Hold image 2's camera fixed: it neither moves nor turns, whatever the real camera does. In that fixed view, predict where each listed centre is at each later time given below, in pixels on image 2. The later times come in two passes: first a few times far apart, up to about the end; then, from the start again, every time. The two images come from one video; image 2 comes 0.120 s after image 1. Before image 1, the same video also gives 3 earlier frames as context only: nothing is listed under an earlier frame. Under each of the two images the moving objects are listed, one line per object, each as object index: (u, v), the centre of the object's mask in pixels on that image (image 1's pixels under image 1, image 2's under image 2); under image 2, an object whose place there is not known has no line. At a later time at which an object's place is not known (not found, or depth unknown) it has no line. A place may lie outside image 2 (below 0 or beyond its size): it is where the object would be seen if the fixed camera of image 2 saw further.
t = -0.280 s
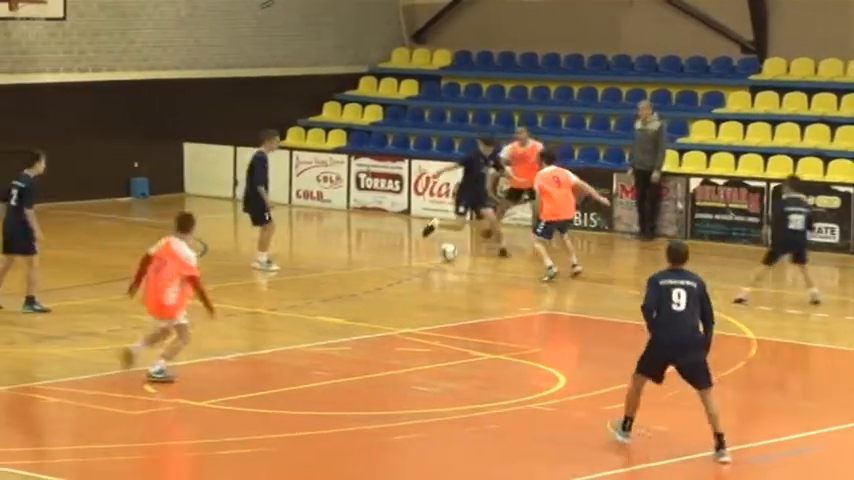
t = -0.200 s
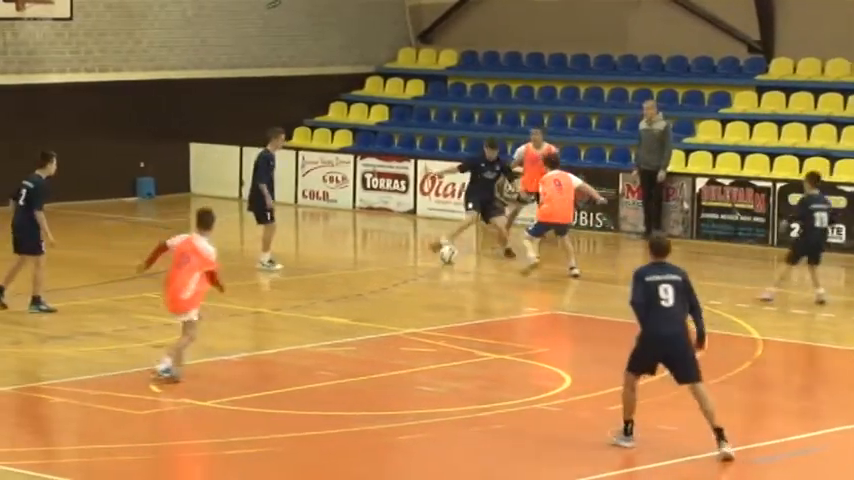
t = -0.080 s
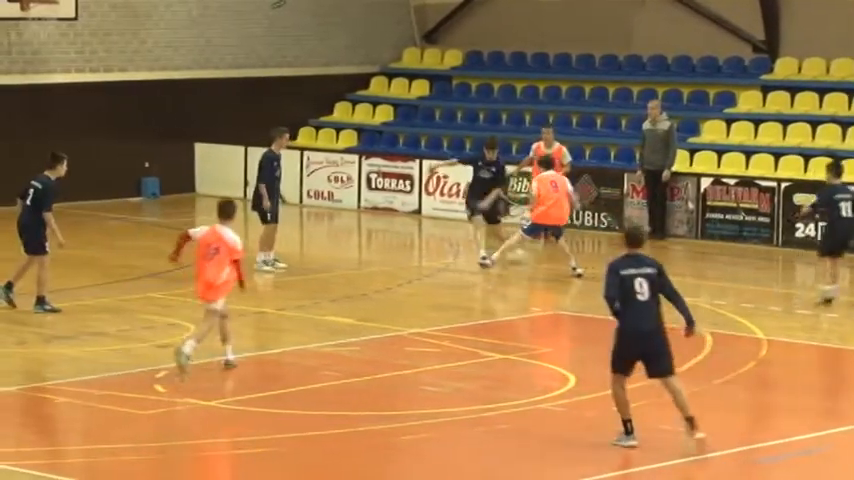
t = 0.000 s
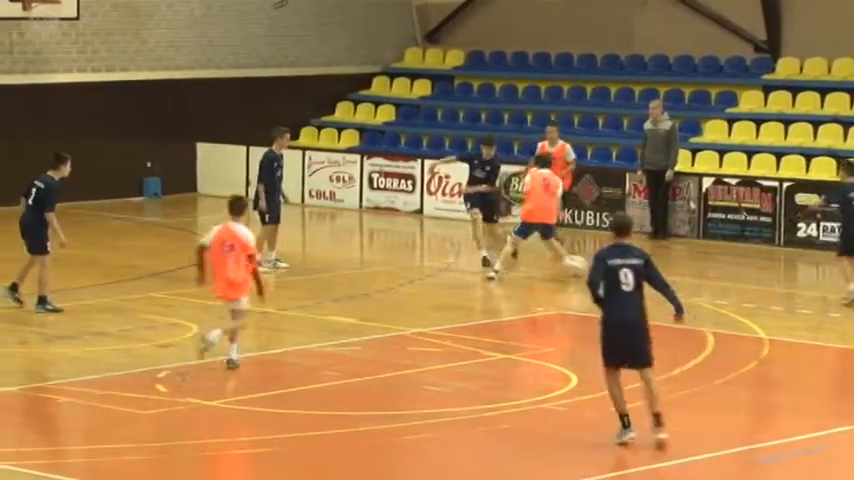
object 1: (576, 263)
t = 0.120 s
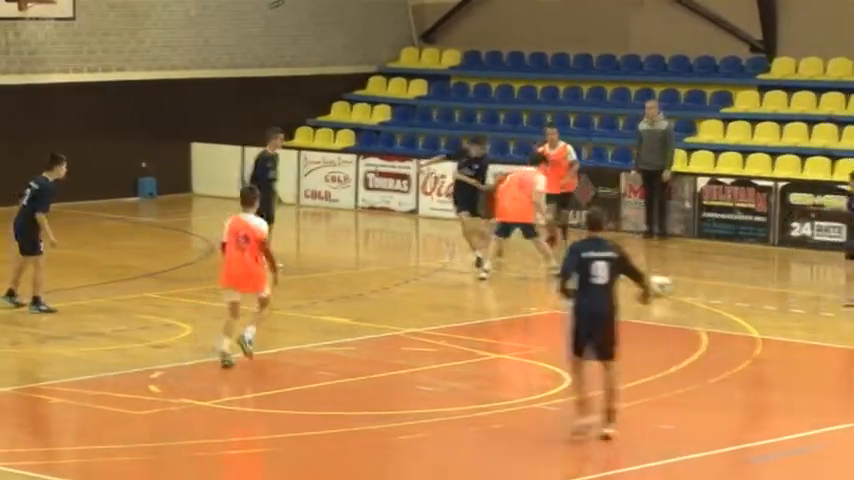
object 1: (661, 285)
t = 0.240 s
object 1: (746, 289)
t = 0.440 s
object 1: (888, 315)
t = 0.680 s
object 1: (1066, 349)
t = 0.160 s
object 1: (686, 285)
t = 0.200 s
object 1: (714, 286)
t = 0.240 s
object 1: (746, 289)
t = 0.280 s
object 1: (772, 296)
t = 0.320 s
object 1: (804, 304)
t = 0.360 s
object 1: (832, 312)
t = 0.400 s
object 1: (860, 313)
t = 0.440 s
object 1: (888, 315)
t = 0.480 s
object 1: (919, 319)
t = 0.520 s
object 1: (948, 329)
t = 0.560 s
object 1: (979, 336)
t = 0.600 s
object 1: (1007, 339)
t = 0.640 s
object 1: (1035, 343)
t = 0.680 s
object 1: (1066, 349)
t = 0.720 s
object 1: (1096, 358)
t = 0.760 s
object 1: (1125, 361)
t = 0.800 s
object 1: (1153, 367)
